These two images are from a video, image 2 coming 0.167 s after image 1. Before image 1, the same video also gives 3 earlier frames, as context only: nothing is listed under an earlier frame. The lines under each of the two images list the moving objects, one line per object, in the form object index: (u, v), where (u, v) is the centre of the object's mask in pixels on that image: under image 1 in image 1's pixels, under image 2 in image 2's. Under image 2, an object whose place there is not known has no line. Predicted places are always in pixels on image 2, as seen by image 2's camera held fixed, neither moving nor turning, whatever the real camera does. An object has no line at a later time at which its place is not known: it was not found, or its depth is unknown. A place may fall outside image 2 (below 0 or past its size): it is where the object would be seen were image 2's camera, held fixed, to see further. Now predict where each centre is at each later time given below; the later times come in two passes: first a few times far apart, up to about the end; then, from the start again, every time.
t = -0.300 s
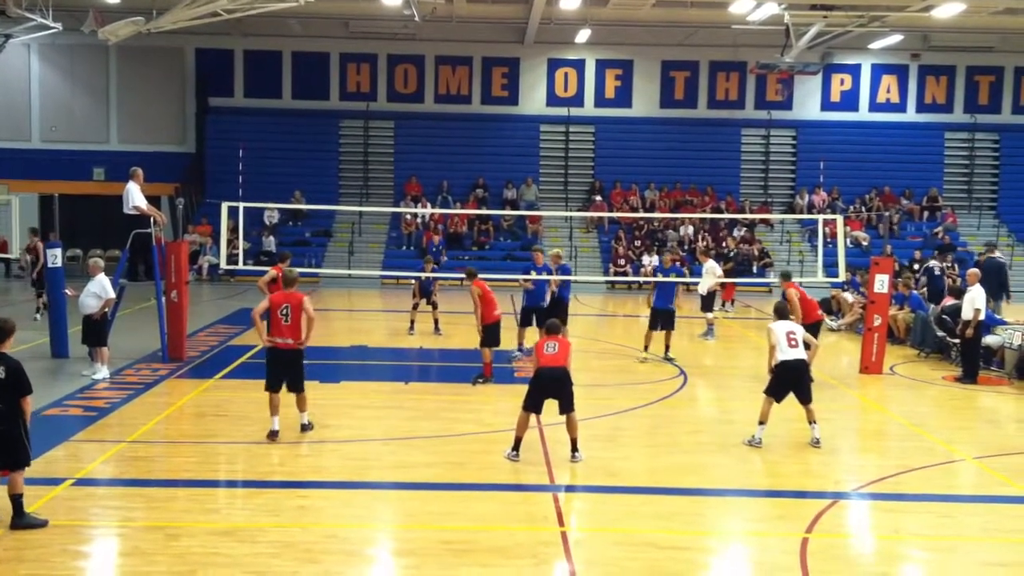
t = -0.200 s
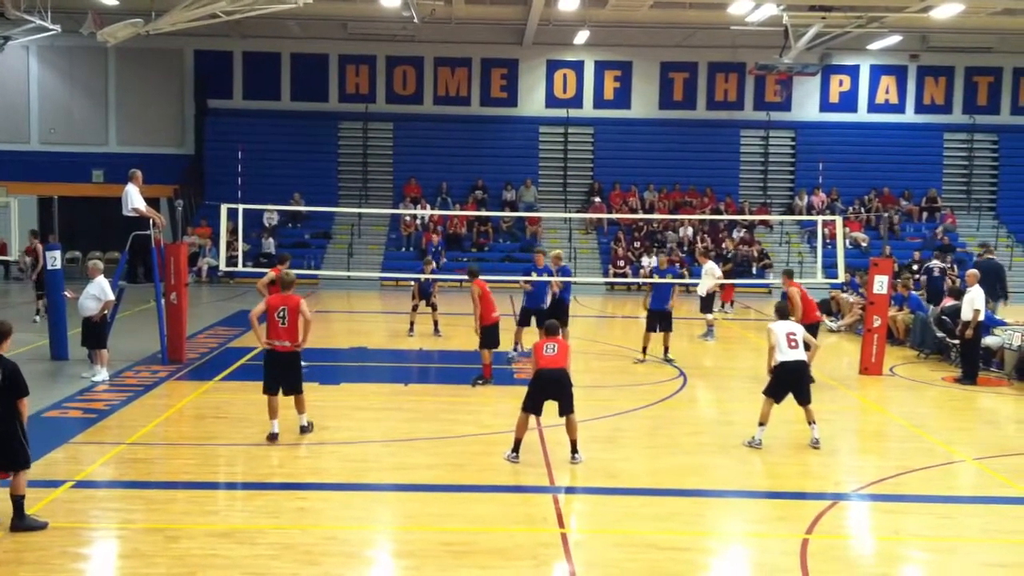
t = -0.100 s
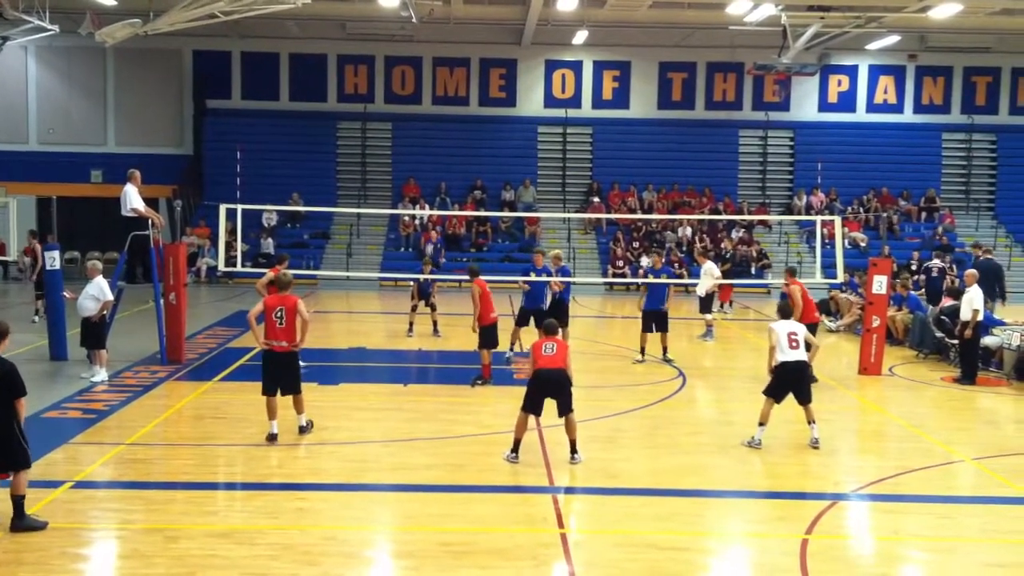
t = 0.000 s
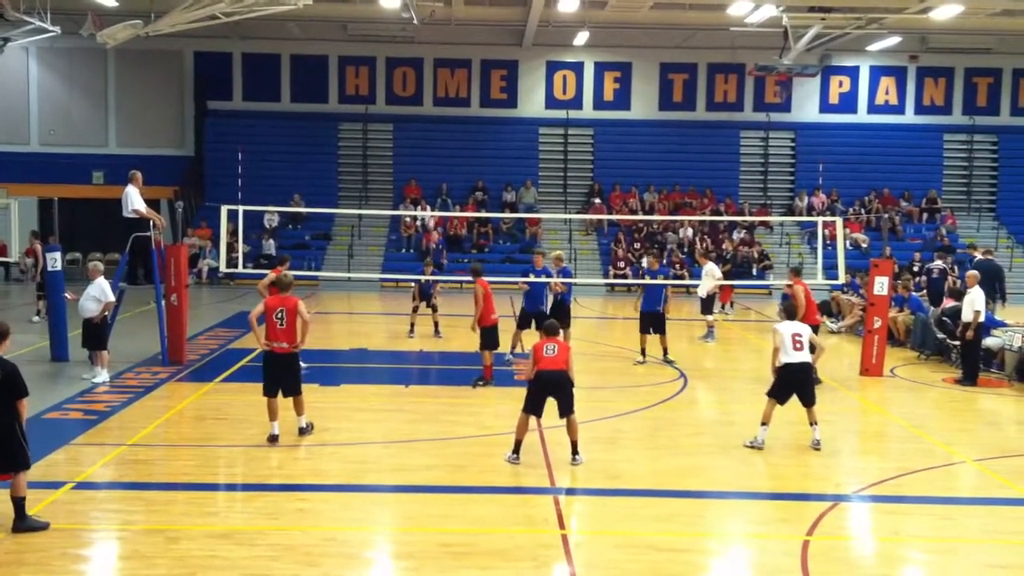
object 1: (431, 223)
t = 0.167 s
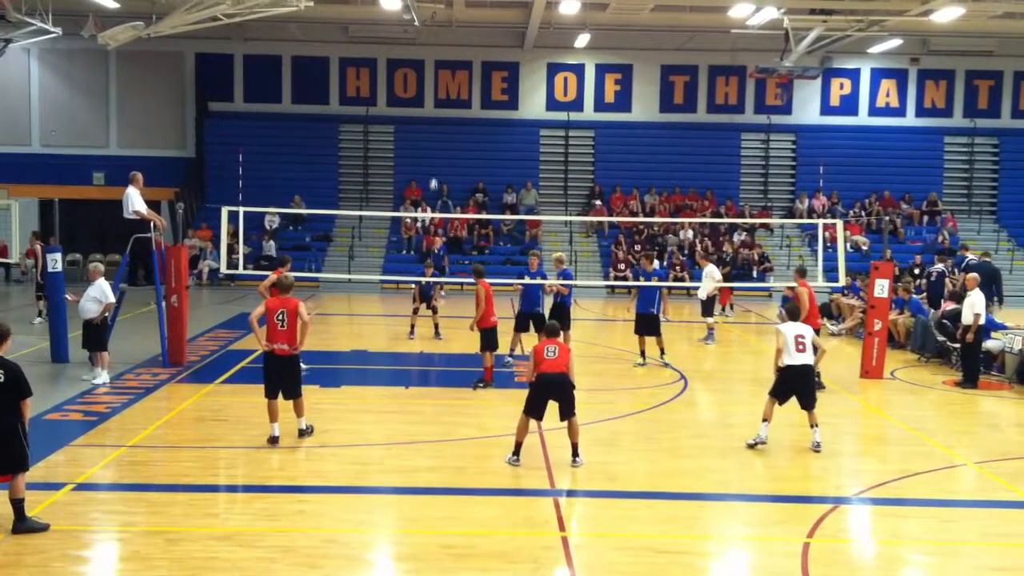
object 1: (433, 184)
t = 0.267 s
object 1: (434, 165)
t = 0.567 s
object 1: (437, 131)
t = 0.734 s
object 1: (438, 128)
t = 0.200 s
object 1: (433, 177)
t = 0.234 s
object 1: (434, 172)
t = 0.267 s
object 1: (434, 165)
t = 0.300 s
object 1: (435, 159)
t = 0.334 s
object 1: (435, 155)
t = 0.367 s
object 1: (435, 150)
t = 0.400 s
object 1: (435, 146)
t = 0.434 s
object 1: (436, 142)
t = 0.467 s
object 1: (436, 138)
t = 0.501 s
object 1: (436, 136)
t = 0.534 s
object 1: (437, 133)
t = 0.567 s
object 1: (437, 131)
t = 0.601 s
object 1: (437, 130)
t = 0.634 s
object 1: (437, 129)
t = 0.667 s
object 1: (437, 129)
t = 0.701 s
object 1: (438, 128)
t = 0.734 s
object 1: (438, 128)
